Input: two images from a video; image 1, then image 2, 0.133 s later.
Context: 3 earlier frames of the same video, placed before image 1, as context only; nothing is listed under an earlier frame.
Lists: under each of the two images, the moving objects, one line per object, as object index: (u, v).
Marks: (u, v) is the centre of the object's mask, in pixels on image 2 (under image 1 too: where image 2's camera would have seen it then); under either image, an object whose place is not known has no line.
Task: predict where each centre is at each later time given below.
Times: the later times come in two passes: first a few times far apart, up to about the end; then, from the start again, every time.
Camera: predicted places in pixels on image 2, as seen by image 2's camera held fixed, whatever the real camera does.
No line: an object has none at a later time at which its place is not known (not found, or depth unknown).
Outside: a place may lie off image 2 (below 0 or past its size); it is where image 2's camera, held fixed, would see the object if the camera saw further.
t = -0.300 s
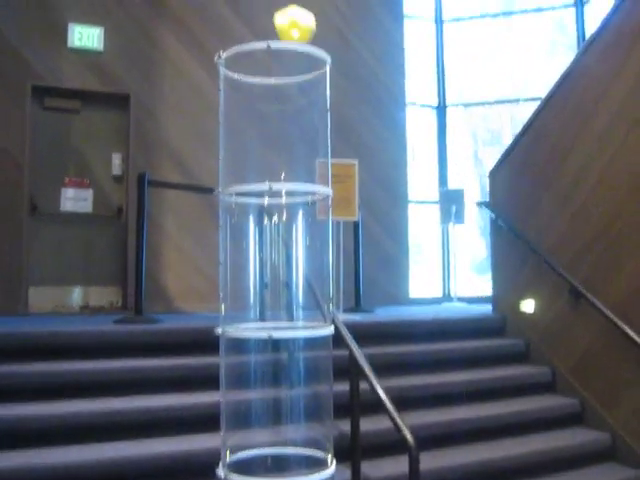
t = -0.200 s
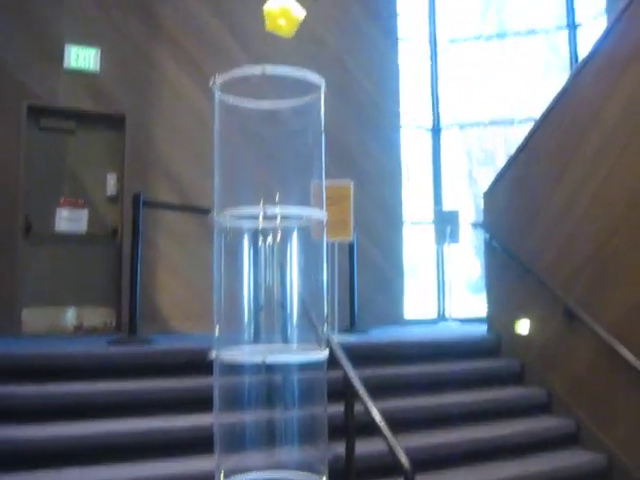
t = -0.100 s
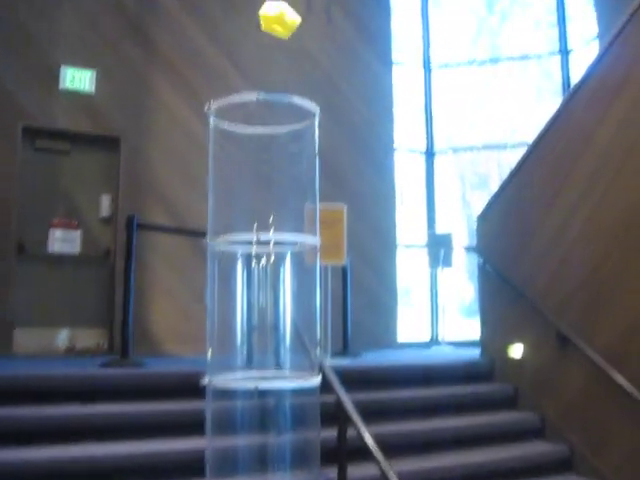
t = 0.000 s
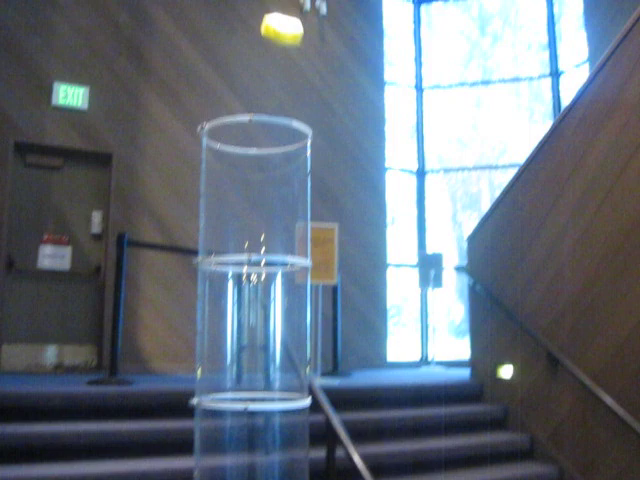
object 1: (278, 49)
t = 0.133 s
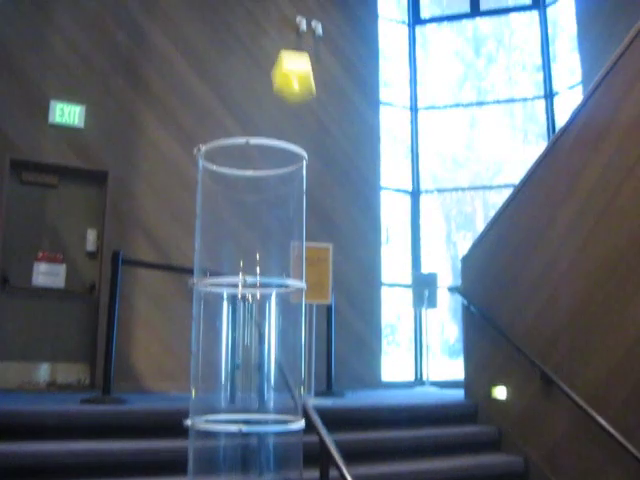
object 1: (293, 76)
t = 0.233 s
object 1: (305, 134)
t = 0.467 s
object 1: (324, 400)
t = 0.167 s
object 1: (297, 92)
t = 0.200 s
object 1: (301, 112)
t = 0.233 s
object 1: (305, 134)
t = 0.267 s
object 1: (308, 166)
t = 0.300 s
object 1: (310, 194)
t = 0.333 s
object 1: (313, 227)
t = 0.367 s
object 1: (316, 265)
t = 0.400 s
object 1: (319, 306)
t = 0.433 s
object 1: (322, 352)
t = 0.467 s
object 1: (324, 400)
